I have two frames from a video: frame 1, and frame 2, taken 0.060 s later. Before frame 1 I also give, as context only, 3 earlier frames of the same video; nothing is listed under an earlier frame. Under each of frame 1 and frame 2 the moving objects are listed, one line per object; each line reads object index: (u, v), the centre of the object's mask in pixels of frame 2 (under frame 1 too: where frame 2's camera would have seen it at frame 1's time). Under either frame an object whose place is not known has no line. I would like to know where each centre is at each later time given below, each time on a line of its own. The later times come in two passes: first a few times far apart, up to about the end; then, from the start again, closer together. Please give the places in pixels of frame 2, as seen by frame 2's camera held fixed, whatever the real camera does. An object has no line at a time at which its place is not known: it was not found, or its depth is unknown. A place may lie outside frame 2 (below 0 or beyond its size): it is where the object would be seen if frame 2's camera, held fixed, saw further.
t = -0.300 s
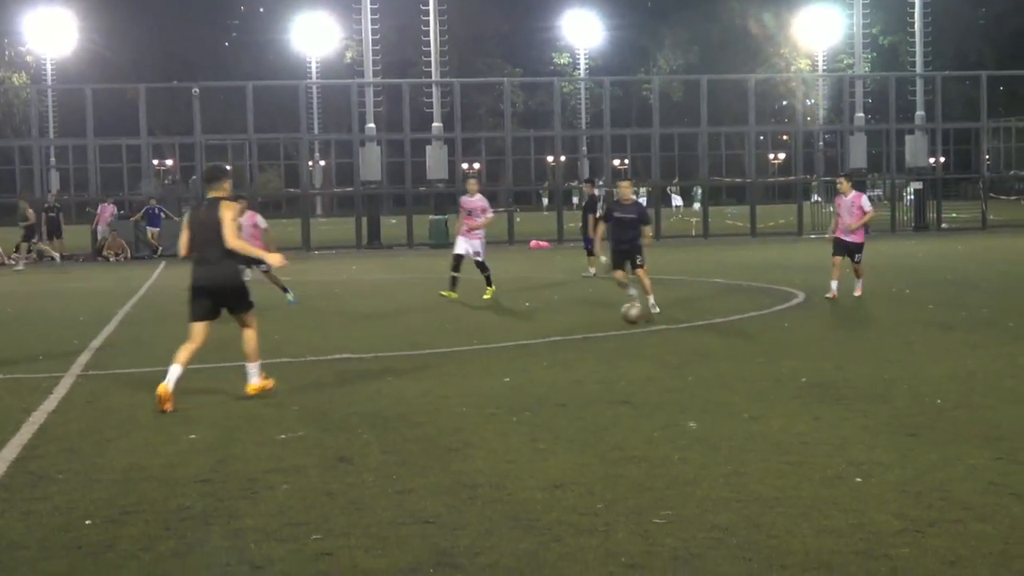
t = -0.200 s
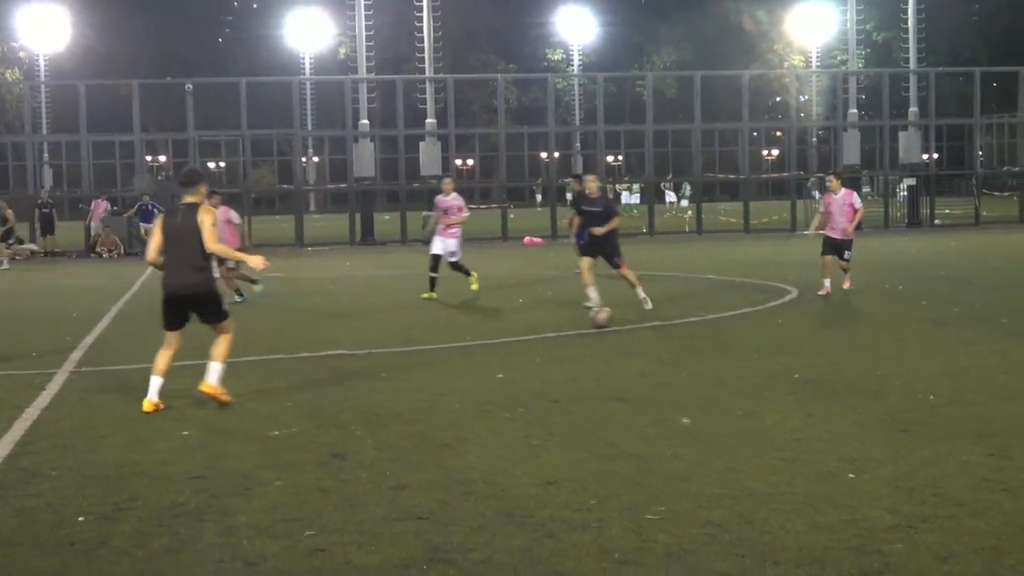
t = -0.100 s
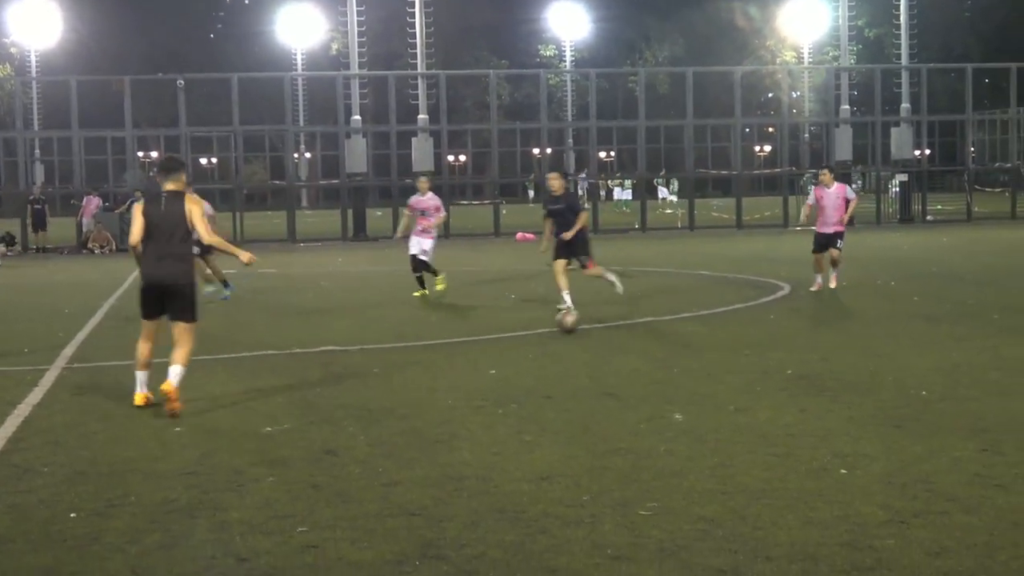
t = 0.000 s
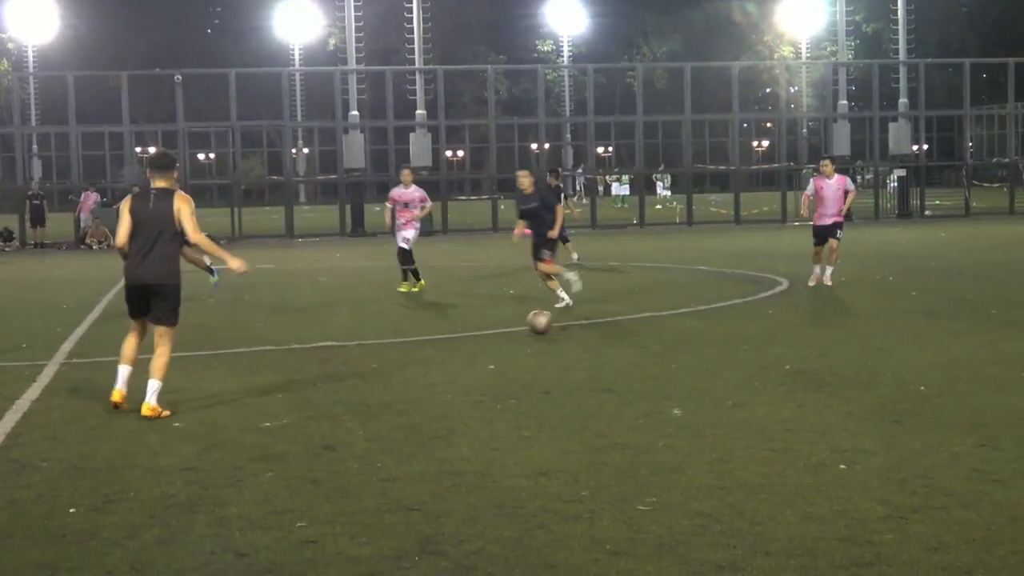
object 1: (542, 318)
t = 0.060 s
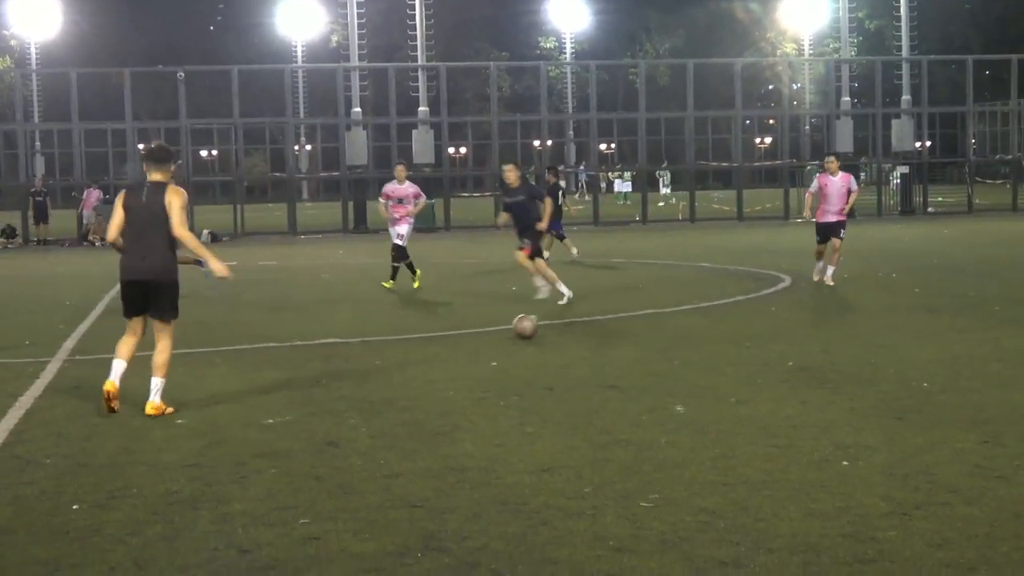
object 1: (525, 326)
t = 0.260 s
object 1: (463, 342)
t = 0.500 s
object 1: (370, 368)
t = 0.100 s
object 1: (514, 329)
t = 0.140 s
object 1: (502, 332)
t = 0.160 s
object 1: (496, 333)
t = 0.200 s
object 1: (483, 339)
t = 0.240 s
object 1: (470, 341)
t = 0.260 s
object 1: (463, 342)
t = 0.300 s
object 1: (449, 347)
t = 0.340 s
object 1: (435, 353)
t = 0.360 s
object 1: (427, 354)
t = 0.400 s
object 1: (411, 357)
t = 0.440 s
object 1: (396, 363)
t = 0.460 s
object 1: (386, 366)
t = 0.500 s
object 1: (370, 368)
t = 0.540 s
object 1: (352, 373)
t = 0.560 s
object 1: (342, 377)
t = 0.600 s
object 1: (323, 381)
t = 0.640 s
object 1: (303, 386)
